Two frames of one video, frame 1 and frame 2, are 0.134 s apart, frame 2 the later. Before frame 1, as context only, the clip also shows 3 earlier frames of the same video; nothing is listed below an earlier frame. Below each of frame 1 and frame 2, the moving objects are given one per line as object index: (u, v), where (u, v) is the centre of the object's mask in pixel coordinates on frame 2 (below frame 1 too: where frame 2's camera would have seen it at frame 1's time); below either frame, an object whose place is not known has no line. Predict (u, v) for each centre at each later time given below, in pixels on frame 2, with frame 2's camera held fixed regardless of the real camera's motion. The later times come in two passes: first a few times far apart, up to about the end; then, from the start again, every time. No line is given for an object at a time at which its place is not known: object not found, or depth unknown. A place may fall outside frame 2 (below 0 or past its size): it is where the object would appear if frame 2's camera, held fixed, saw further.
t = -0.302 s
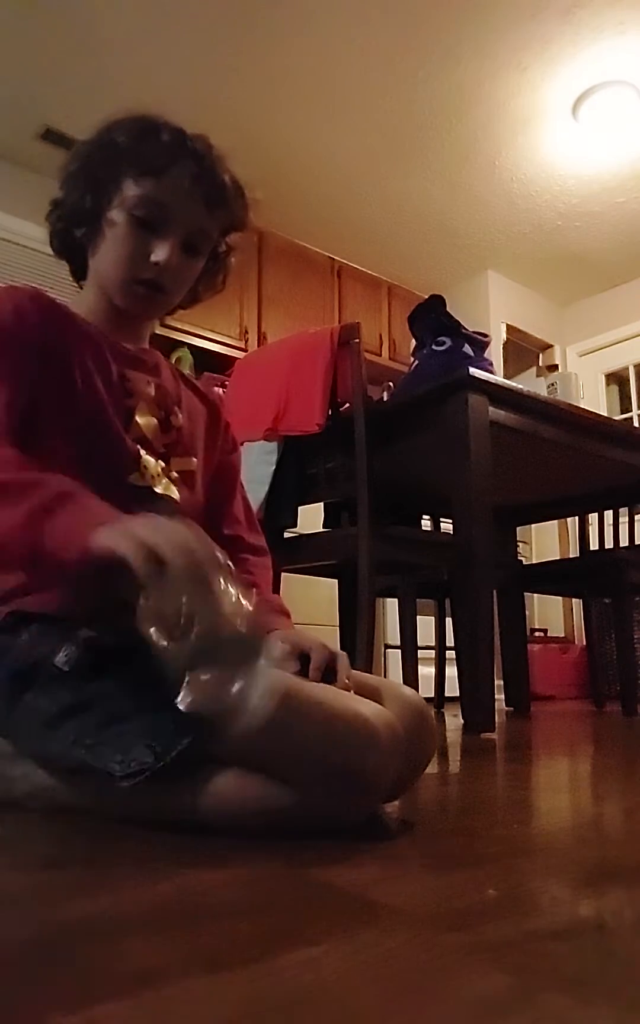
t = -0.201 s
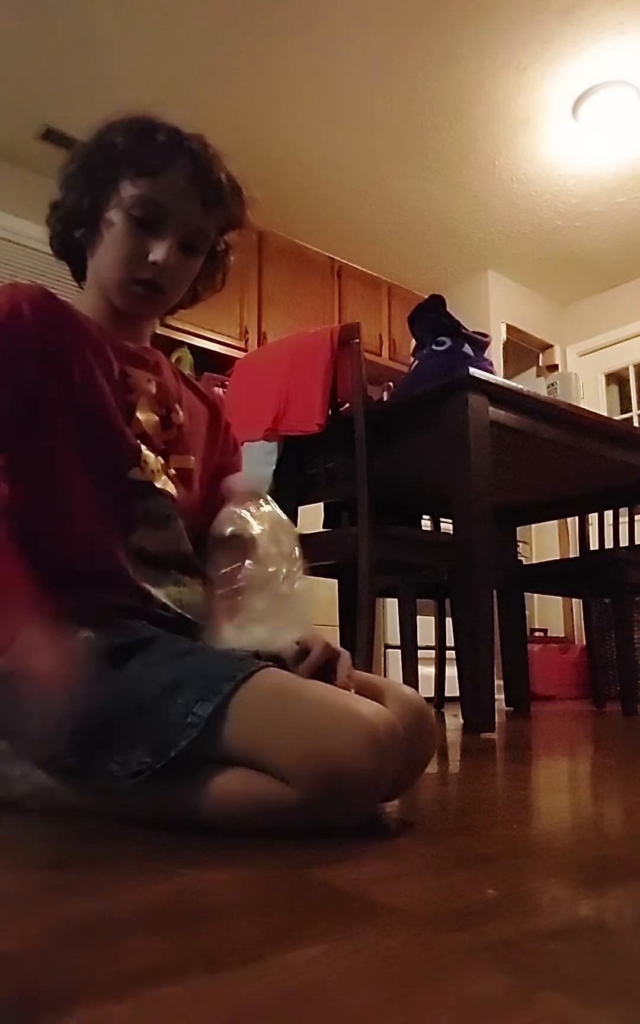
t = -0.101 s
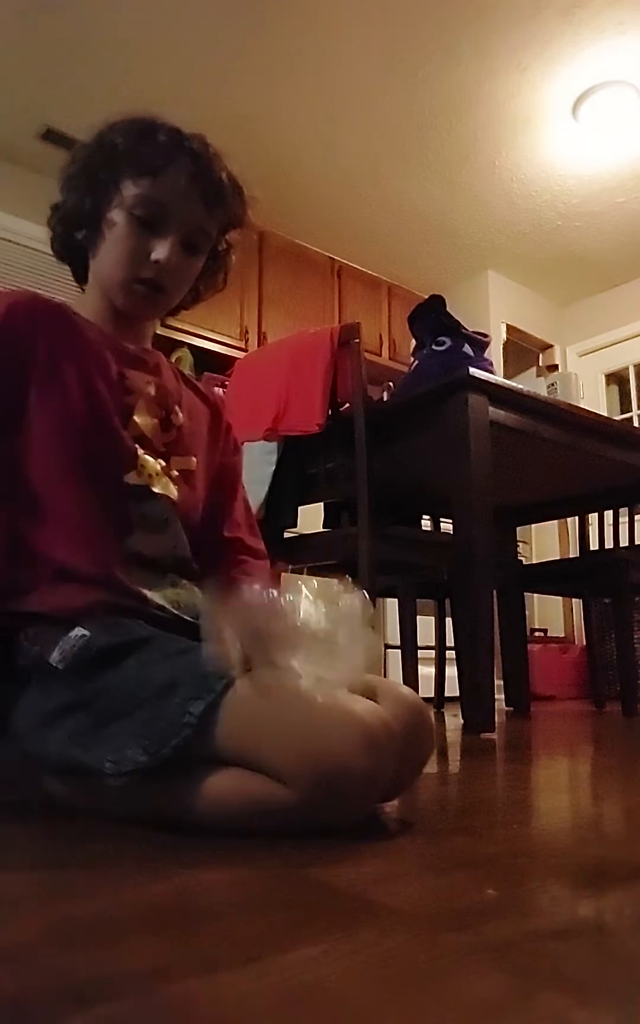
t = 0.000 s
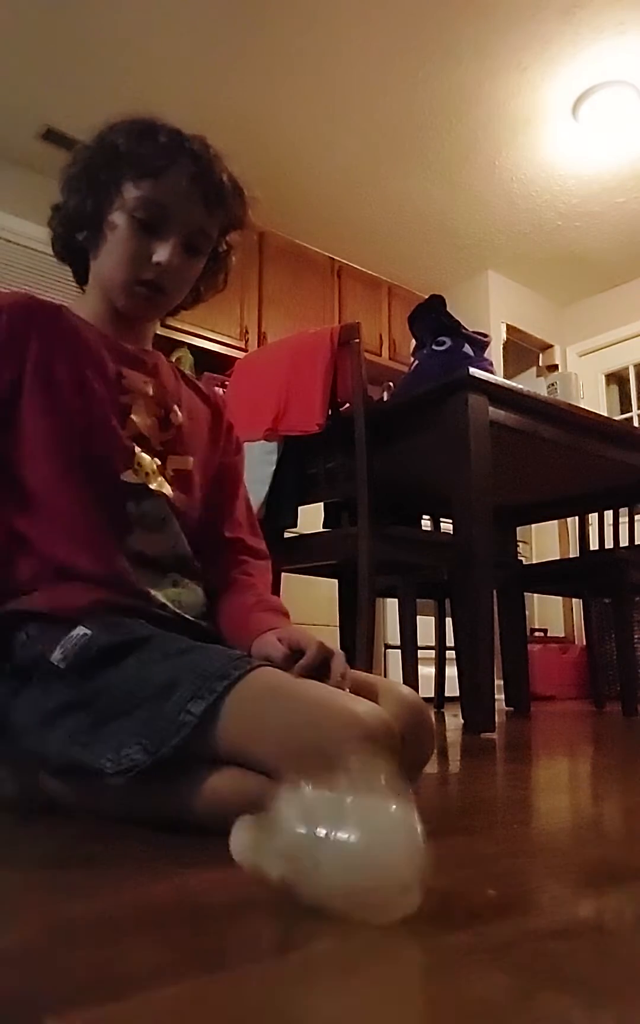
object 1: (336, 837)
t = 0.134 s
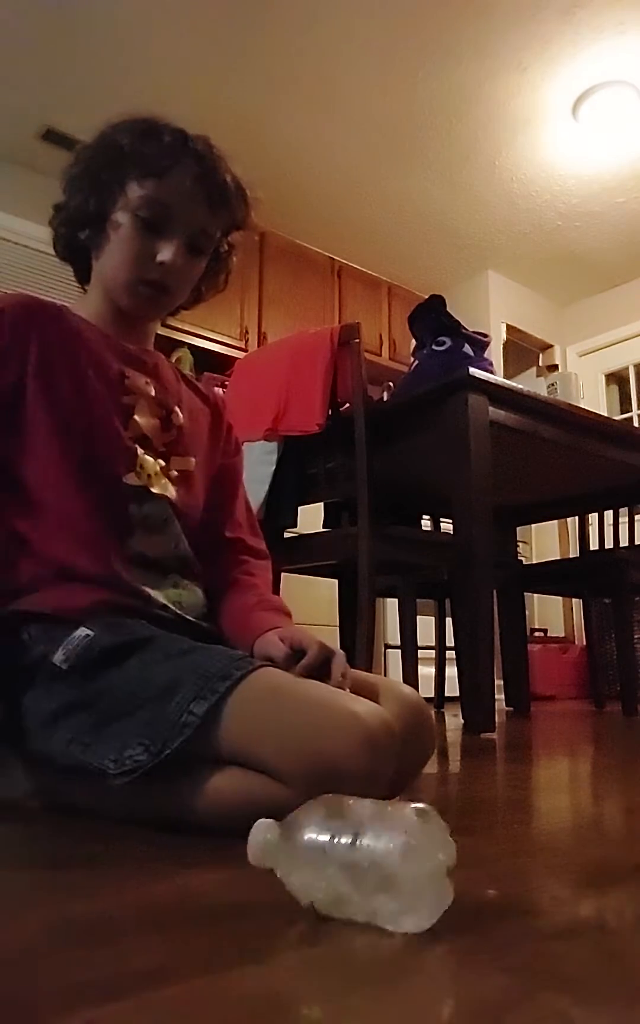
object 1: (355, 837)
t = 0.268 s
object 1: (342, 838)
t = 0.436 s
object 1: (334, 843)
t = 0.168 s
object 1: (353, 838)
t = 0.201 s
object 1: (348, 839)
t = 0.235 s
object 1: (345, 841)
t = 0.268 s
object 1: (342, 838)
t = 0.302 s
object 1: (340, 838)
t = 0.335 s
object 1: (337, 840)
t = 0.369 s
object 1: (334, 842)
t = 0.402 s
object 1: (330, 842)
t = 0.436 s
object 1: (334, 843)
